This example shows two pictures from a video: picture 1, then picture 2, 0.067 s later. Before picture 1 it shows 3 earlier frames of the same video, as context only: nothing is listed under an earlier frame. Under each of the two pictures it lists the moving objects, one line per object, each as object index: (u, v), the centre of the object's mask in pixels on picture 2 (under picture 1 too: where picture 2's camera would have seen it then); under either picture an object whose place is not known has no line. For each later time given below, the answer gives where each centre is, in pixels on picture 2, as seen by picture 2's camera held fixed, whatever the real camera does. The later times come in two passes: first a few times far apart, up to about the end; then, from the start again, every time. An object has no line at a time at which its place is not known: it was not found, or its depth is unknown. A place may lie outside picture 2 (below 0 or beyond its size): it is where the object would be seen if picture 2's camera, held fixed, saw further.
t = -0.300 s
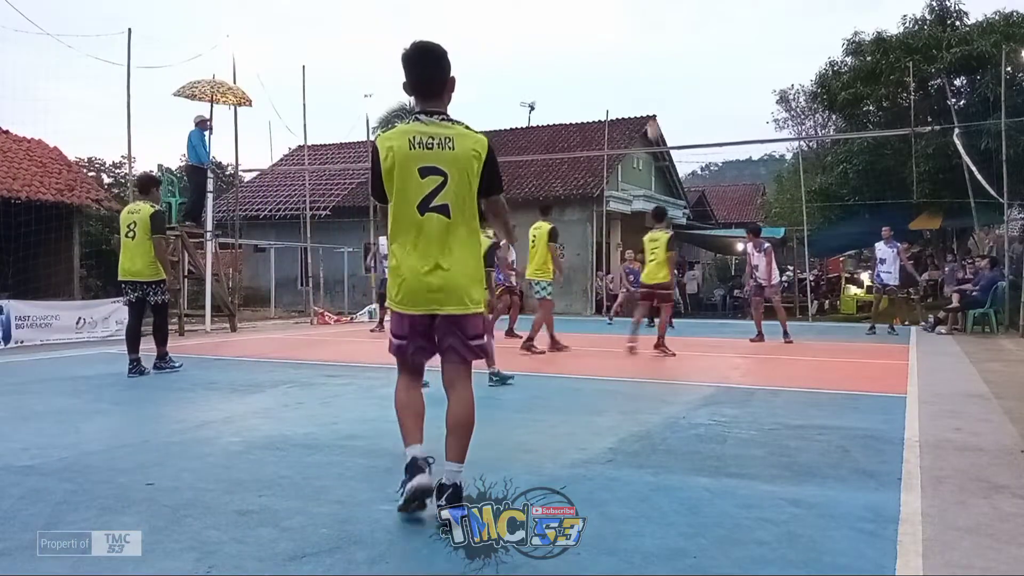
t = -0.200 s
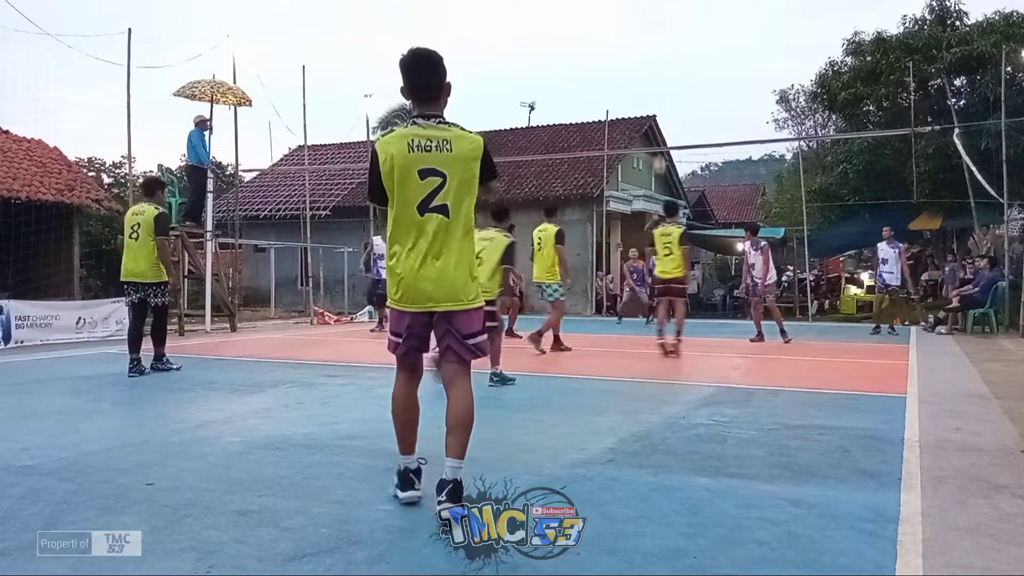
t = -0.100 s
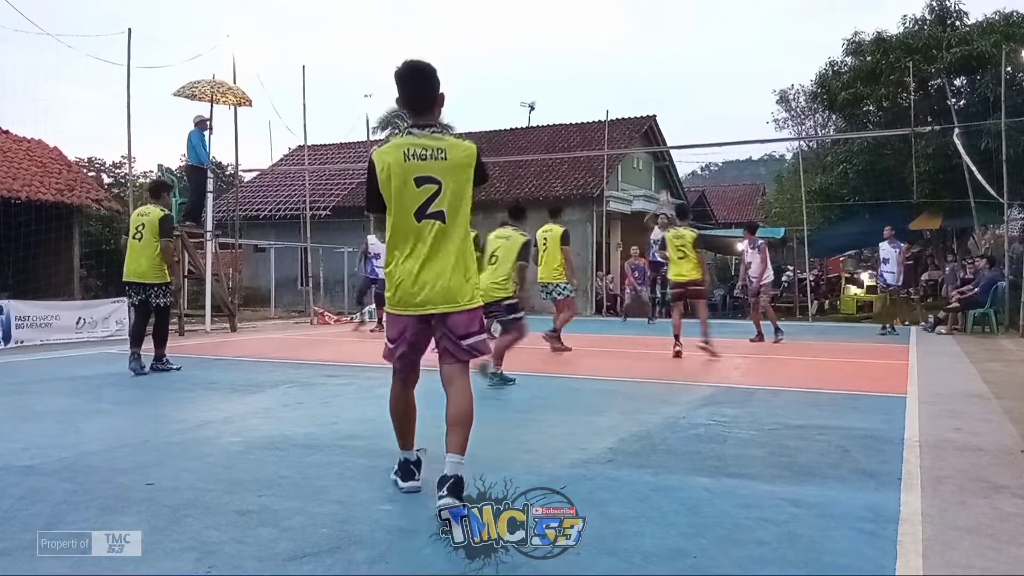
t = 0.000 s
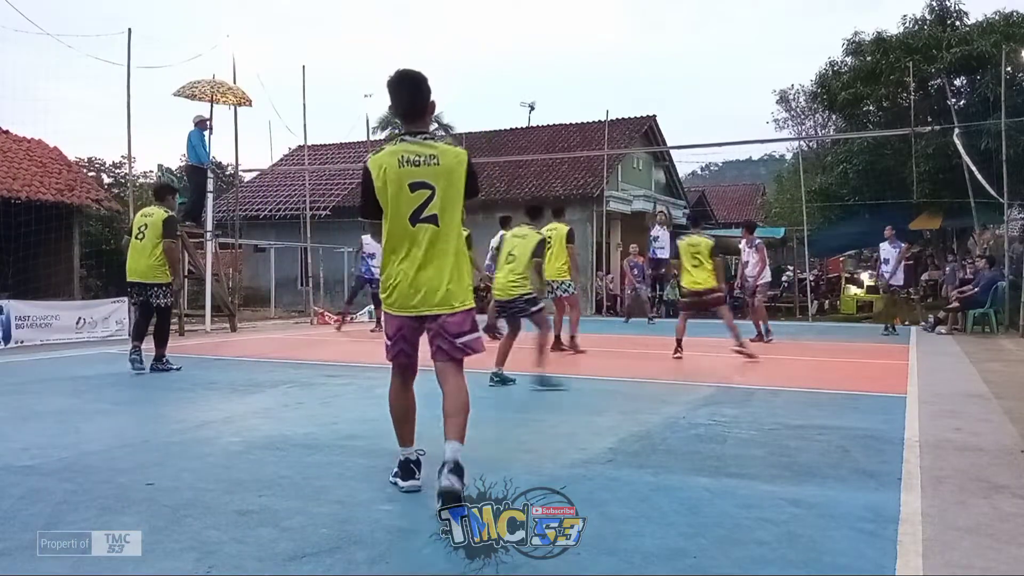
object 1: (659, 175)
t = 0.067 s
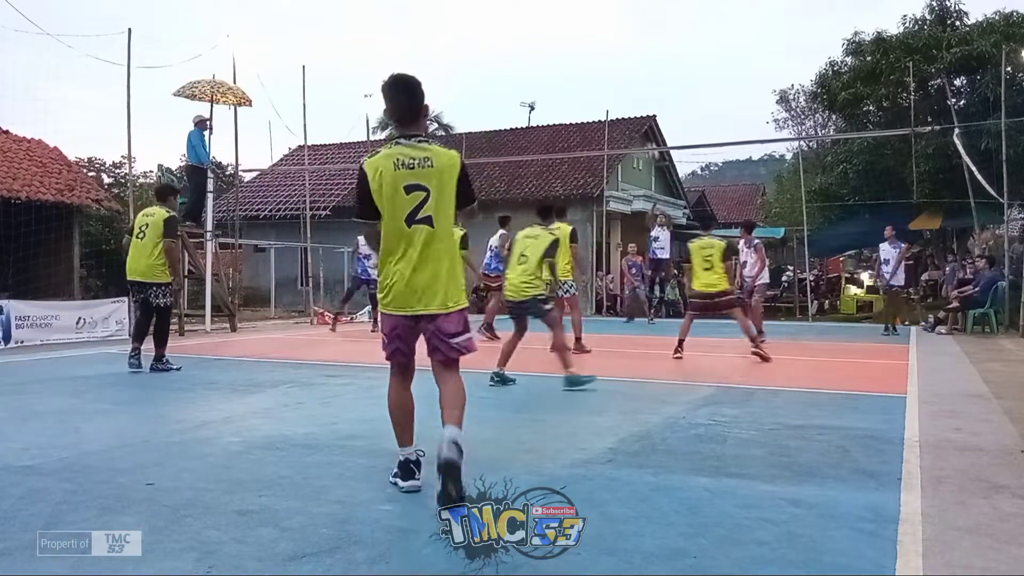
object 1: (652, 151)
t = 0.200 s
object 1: (637, 109)
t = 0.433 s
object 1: (610, 58)
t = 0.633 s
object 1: (583, 40)
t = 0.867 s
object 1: (550, 50)
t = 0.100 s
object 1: (648, 140)
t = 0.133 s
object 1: (644, 129)
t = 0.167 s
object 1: (641, 122)
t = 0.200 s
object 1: (637, 109)
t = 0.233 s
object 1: (633, 101)
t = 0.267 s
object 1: (630, 92)
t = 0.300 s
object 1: (626, 84)
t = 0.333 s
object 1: (622, 77)
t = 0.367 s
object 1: (619, 71)
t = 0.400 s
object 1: (613, 64)
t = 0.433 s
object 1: (610, 58)
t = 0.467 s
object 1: (606, 53)
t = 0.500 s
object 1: (601, 49)
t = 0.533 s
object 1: (597, 46)
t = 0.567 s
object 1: (593, 43)
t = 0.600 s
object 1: (588, 41)
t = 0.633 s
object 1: (583, 40)
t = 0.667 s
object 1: (579, 39)
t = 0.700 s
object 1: (574, 39)
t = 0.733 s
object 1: (569, 40)
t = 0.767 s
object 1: (565, 41)
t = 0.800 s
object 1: (560, 43)
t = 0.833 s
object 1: (555, 47)
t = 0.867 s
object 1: (550, 50)
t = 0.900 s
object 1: (545, 55)
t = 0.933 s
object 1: (540, 61)
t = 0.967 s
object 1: (535, 67)
